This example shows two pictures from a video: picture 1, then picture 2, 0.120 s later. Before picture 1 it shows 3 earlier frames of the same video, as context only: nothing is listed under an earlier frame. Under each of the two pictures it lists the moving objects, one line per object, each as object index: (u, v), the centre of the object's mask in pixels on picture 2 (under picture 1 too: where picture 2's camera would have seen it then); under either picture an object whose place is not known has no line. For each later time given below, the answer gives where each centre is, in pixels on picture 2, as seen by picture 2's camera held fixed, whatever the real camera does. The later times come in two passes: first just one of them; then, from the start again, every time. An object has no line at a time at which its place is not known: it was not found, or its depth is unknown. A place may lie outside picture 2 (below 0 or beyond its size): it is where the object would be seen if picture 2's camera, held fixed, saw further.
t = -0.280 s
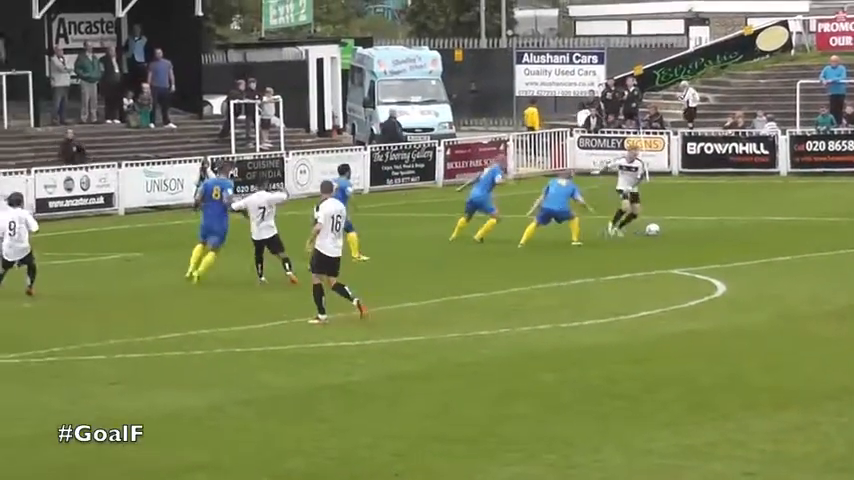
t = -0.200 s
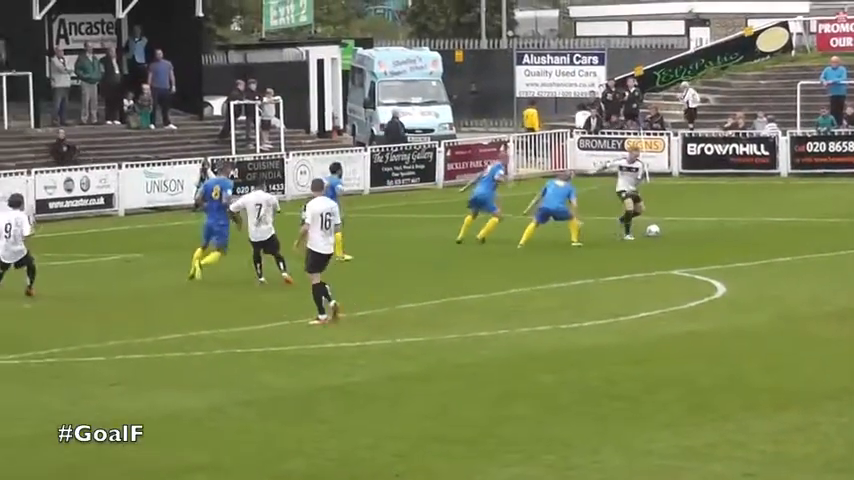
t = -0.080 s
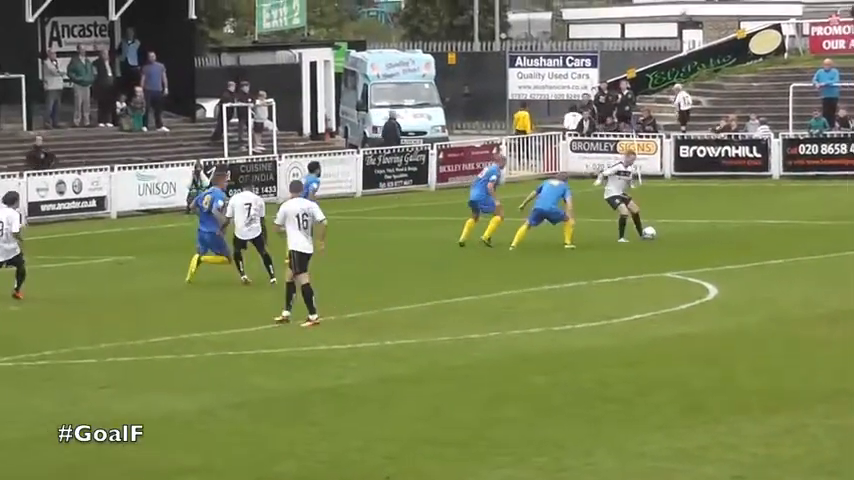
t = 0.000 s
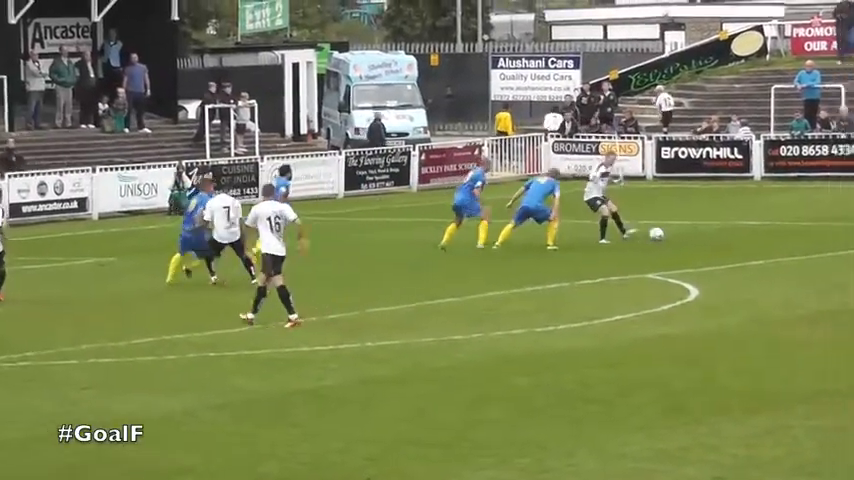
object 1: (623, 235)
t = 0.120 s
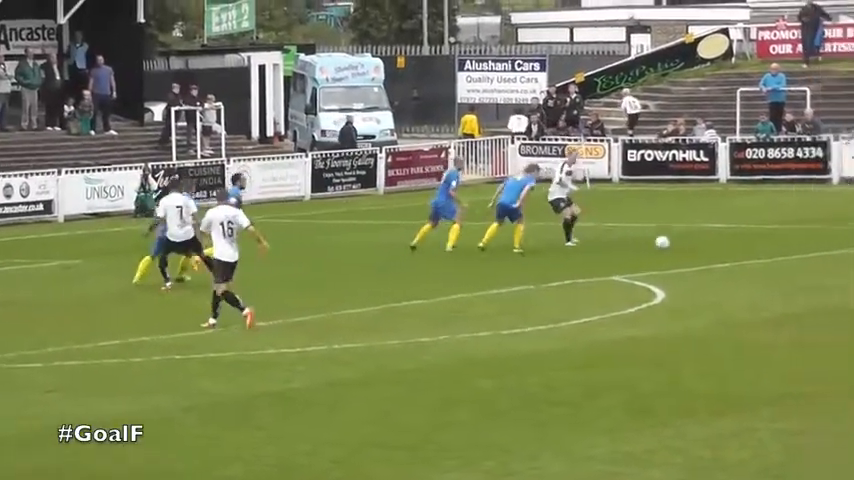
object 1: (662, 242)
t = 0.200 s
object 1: (685, 243)
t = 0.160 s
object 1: (673, 243)
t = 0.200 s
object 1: (685, 243)
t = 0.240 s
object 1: (696, 245)
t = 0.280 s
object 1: (707, 246)
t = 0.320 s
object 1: (718, 248)
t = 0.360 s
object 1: (728, 249)
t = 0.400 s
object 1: (737, 250)
